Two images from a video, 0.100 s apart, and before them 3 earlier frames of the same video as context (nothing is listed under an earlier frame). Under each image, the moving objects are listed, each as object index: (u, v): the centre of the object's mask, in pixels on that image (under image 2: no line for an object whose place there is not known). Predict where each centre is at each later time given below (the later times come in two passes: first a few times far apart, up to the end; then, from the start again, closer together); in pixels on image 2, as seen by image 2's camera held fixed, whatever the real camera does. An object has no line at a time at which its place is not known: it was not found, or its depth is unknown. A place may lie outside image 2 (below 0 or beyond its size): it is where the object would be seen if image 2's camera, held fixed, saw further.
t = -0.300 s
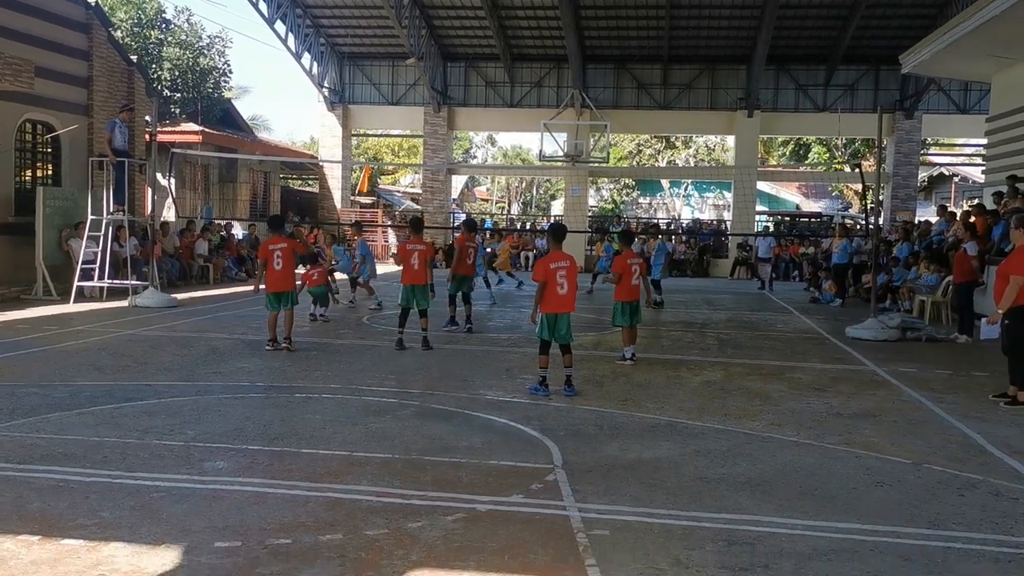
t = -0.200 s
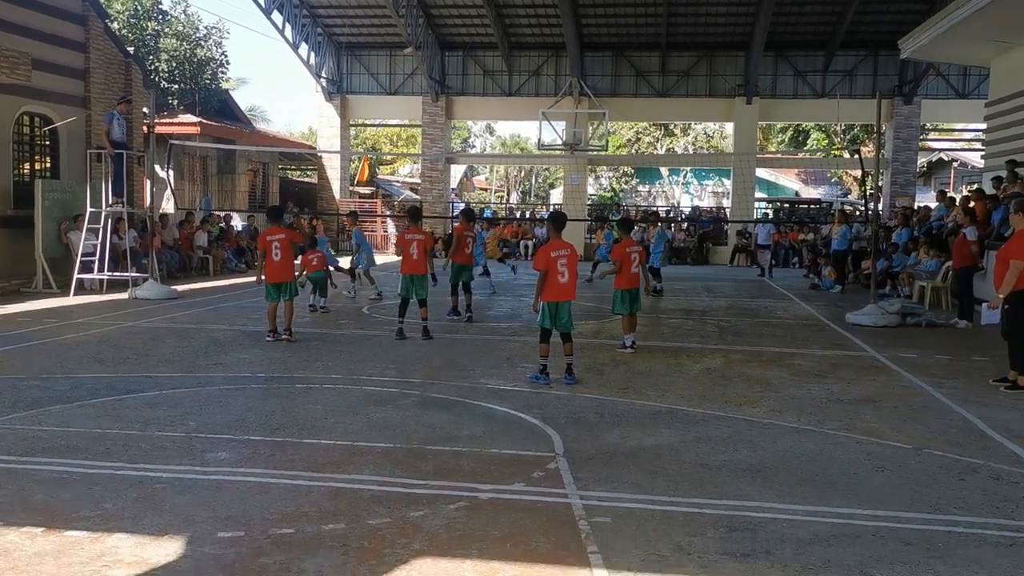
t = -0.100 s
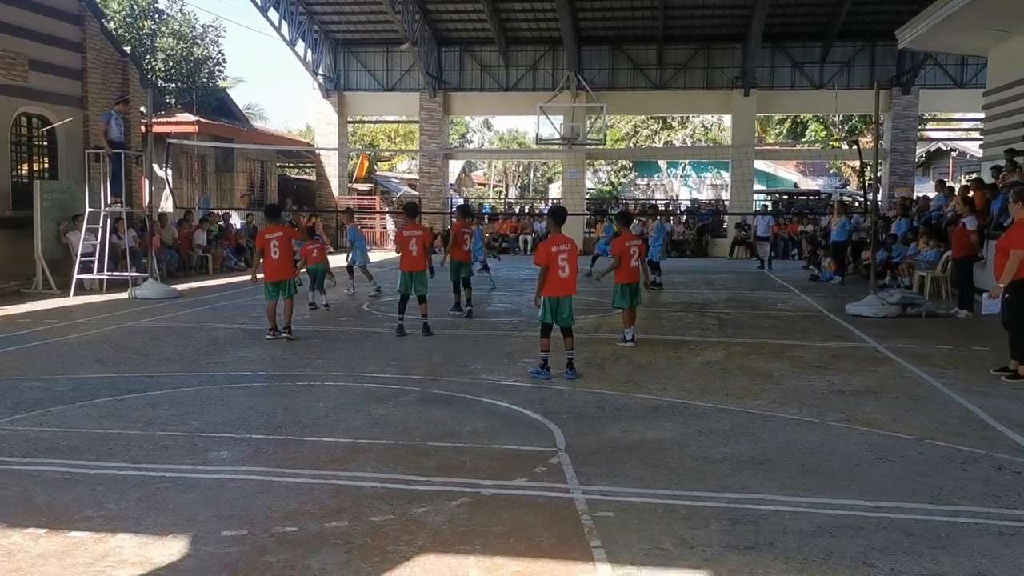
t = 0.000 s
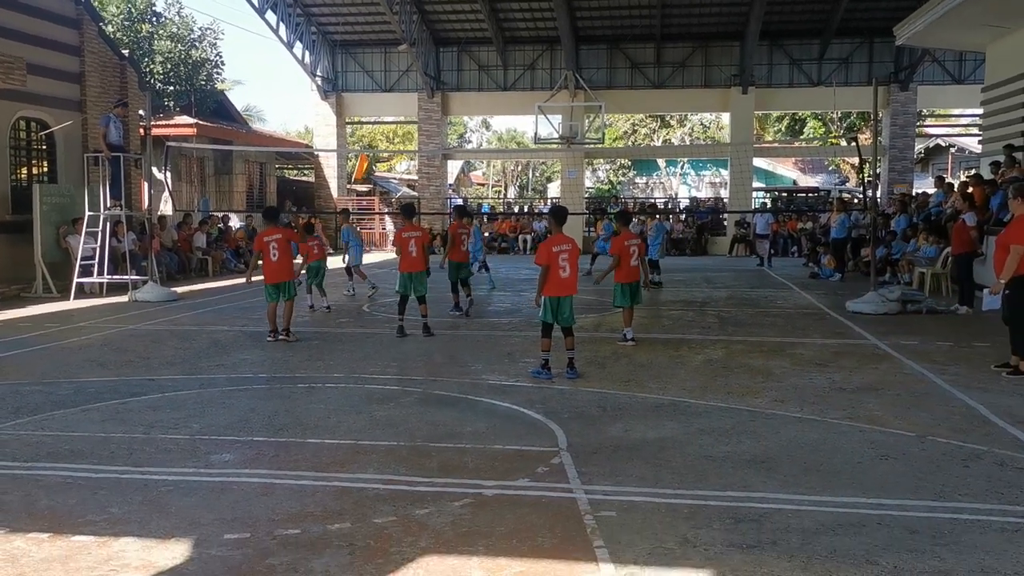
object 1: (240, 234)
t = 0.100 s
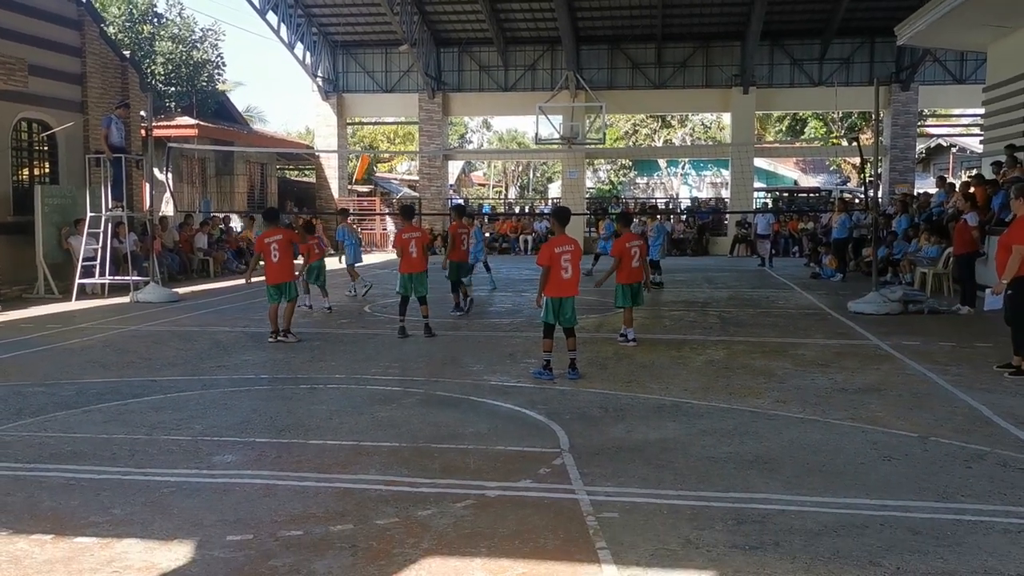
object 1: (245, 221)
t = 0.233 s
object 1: (249, 172)
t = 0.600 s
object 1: (272, 109)
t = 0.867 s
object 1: (295, 116)
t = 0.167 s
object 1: (245, 192)
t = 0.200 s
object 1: (247, 182)
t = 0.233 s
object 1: (249, 172)
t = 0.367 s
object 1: (257, 140)
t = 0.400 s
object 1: (260, 133)
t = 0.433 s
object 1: (260, 128)
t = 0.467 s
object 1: (263, 123)
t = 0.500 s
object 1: (265, 119)
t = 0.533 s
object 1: (267, 115)
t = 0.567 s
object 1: (270, 111)
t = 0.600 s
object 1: (272, 109)
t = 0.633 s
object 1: (275, 107)
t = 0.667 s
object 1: (277, 106)
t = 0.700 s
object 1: (280, 106)
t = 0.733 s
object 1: (283, 106)
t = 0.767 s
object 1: (286, 107)
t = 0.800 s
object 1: (289, 110)
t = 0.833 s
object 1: (292, 112)
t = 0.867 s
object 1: (295, 116)
